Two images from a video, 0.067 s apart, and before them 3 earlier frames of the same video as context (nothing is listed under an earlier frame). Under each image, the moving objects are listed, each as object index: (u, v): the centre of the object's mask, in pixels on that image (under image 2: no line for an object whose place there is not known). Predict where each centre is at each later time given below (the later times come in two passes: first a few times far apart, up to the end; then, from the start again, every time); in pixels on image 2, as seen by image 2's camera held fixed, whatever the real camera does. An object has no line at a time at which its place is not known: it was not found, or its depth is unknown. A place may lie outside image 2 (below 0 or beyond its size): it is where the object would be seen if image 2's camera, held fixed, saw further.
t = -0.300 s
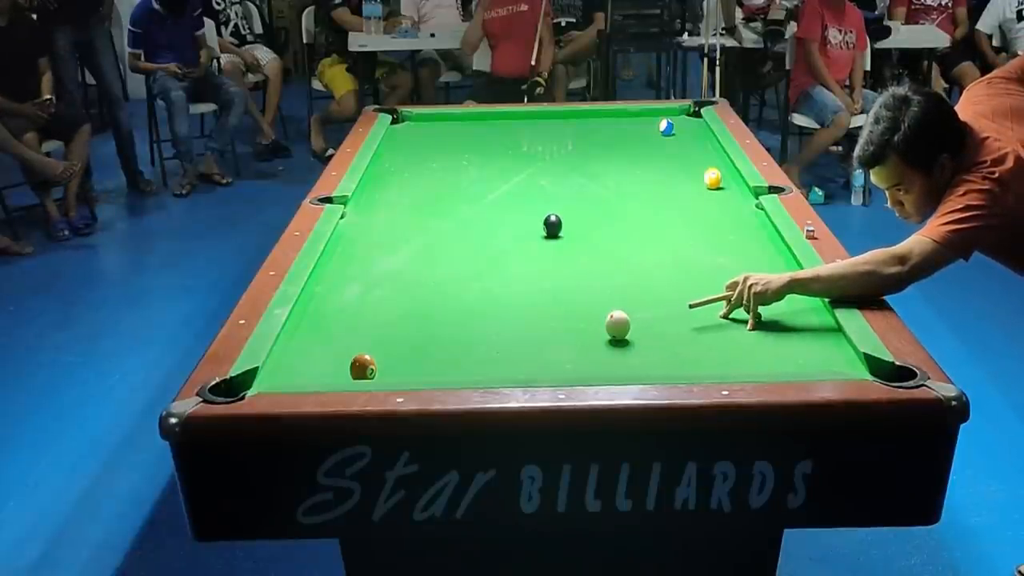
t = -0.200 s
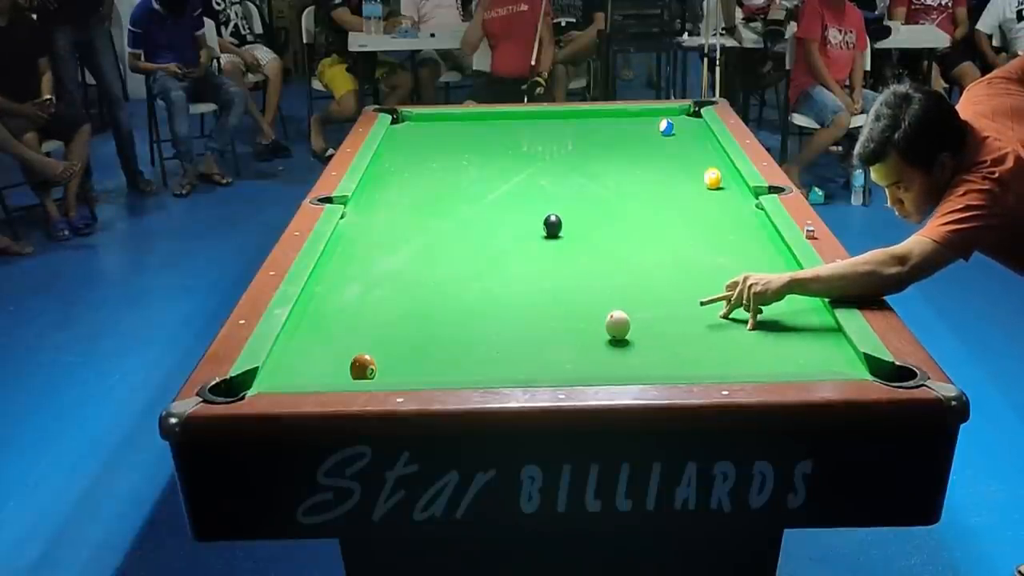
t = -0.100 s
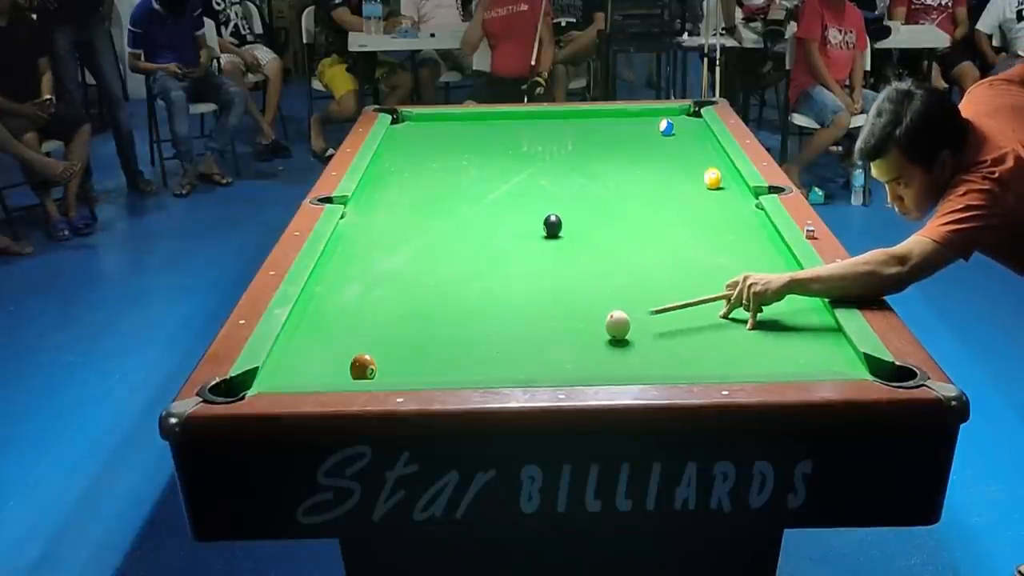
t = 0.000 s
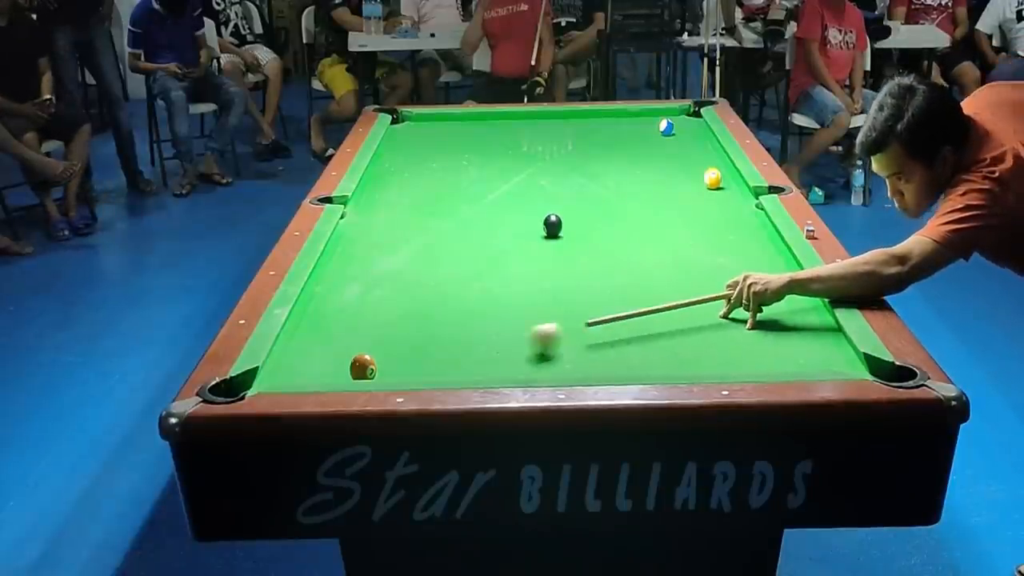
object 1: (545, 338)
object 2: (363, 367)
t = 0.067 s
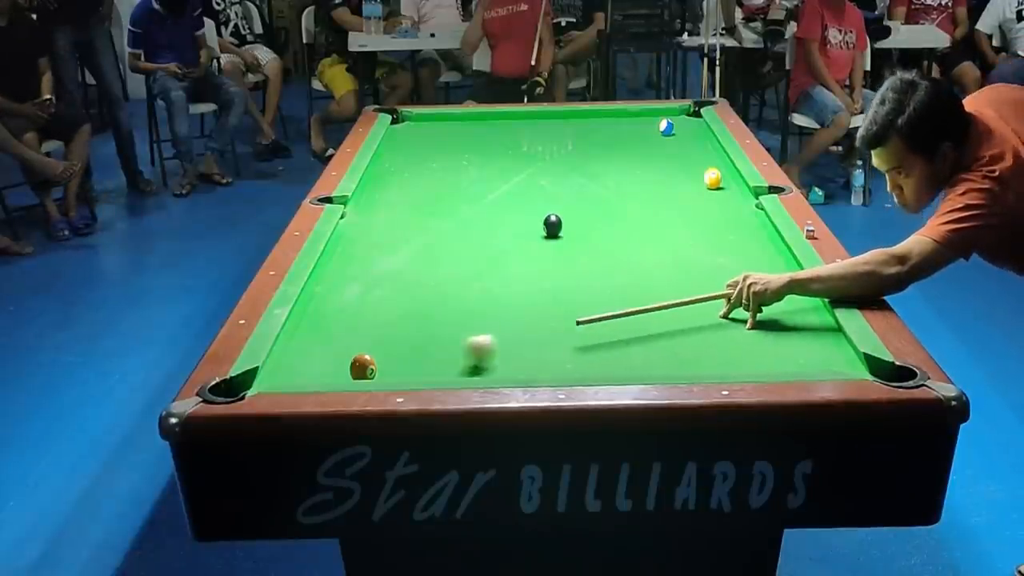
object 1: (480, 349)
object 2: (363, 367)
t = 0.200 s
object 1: (388, 368)
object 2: (323, 369)
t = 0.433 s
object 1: (330, 368)
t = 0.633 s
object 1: (281, 361)
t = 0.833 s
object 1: (320, 345)
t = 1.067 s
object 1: (360, 329)
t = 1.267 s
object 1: (391, 316)
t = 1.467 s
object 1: (419, 305)
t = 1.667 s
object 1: (445, 295)
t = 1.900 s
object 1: (473, 284)
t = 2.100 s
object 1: (494, 276)
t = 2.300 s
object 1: (514, 269)
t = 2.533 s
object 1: (535, 260)
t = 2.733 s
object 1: (551, 255)
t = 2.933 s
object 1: (566, 249)
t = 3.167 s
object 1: (581, 244)
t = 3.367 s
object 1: (593, 239)
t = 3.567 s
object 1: (603, 235)
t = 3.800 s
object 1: (615, 231)
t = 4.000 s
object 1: (624, 228)
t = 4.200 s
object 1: (631, 225)
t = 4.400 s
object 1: (638, 222)
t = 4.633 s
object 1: (644, 220)
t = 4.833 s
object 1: (649, 218)
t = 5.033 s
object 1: (652, 217)
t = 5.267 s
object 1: (656, 215)
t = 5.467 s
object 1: (657, 215)
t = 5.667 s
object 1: (658, 214)
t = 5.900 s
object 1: (659, 214)
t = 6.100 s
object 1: (659, 214)
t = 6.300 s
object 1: (659, 214)
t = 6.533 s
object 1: (659, 214)
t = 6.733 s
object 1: (659, 214)
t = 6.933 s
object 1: (659, 214)
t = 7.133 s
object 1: (659, 214)
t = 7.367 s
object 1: (658, 214)
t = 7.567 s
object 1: (658, 214)
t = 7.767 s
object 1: (658, 214)
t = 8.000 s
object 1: (658, 214)
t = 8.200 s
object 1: (658, 213)
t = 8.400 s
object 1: (658, 214)
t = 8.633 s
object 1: (658, 214)
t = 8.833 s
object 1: (659, 214)
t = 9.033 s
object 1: (658, 214)
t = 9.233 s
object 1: (658, 214)
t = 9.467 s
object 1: (659, 214)
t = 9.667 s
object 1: (659, 214)
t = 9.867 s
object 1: (658, 214)
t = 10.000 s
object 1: (659, 214)
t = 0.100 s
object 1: (449, 355)
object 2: (363, 367)
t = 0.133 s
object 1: (416, 359)
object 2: (363, 367)
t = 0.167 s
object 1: (390, 366)
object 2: (355, 367)
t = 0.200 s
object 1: (388, 368)
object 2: (323, 369)
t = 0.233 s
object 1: (385, 370)
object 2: (292, 370)
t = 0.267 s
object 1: (379, 372)
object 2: (265, 374)
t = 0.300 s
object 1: (371, 371)
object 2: (257, 380)
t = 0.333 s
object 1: (361, 370)
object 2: (253, 385)
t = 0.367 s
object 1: (351, 370)
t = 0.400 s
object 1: (340, 369)
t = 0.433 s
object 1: (330, 368)
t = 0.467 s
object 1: (319, 367)
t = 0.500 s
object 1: (309, 367)
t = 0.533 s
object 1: (299, 366)
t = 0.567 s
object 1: (289, 365)
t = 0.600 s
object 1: (279, 363)
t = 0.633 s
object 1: (281, 361)
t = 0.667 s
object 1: (288, 358)
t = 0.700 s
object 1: (295, 355)
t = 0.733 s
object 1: (301, 353)
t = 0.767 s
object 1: (307, 350)
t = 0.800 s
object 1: (314, 347)
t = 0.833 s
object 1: (320, 345)
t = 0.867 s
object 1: (326, 343)
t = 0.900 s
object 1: (332, 340)
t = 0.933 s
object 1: (338, 338)
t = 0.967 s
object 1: (343, 336)
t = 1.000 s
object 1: (349, 333)
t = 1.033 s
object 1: (355, 331)
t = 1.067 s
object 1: (360, 329)
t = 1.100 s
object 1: (366, 327)
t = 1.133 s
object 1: (371, 325)
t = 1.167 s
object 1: (376, 322)
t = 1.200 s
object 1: (381, 320)
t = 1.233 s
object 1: (386, 318)
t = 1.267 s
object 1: (391, 316)
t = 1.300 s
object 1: (396, 314)
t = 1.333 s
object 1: (401, 312)
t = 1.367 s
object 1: (406, 311)
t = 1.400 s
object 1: (410, 309)
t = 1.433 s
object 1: (415, 307)
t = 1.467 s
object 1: (419, 305)
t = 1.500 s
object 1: (424, 303)
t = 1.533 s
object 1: (428, 302)
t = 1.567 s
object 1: (433, 300)
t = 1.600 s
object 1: (437, 298)
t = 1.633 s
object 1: (441, 296)
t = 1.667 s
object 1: (445, 295)
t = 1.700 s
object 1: (449, 293)
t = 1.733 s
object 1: (454, 292)
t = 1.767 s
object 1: (457, 290)
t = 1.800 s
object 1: (461, 289)
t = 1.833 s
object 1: (465, 287)
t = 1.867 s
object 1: (469, 285)
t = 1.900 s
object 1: (473, 284)
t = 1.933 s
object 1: (476, 283)
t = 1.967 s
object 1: (480, 281)
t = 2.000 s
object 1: (484, 279)
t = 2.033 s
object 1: (487, 278)
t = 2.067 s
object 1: (490, 277)
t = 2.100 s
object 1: (494, 276)
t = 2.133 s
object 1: (497, 275)
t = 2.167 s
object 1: (501, 273)
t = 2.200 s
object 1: (504, 272)
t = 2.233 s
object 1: (507, 271)
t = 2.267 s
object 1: (510, 269)
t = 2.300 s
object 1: (514, 269)
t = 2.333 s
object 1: (517, 267)
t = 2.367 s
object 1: (520, 266)
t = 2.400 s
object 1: (523, 265)
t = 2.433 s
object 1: (526, 264)
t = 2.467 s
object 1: (529, 263)
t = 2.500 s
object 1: (532, 262)
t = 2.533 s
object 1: (535, 260)
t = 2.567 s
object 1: (537, 259)
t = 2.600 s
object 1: (540, 259)
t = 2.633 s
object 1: (542, 258)
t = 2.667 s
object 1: (545, 257)
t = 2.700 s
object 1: (548, 256)
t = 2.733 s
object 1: (551, 255)
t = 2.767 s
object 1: (553, 254)
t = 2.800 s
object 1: (556, 253)
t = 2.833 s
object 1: (558, 252)
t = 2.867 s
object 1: (561, 251)
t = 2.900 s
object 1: (563, 250)
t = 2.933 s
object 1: (566, 249)
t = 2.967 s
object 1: (568, 248)
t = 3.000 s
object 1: (570, 248)
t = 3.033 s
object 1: (572, 247)
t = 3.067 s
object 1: (575, 246)
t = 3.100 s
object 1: (577, 245)
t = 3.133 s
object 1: (579, 244)
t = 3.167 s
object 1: (581, 244)
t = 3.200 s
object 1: (583, 243)
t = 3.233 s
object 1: (585, 242)
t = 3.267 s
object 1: (587, 241)
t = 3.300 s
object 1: (589, 241)
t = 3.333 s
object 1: (591, 240)
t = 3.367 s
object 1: (593, 239)
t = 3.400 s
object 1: (595, 239)
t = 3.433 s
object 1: (597, 238)
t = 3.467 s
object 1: (598, 237)
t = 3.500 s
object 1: (600, 236)
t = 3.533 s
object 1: (602, 236)
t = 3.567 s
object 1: (603, 235)
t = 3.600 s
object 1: (605, 234)
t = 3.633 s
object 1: (607, 234)
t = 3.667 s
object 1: (608, 233)
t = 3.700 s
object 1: (610, 233)
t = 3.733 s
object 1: (612, 232)
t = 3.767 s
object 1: (613, 231)
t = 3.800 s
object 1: (615, 231)
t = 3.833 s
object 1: (616, 230)
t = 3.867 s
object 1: (618, 230)
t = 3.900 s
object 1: (619, 229)
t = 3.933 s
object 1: (621, 228)
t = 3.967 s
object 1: (622, 228)
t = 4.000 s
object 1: (624, 228)
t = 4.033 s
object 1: (625, 227)
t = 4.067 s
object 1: (626, 226)
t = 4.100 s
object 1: (627, 226)
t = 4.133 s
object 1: (628, 226)
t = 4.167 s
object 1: (630, 225)
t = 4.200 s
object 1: (631, 225)
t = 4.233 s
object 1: (632, 224)
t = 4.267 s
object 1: (633, 224)
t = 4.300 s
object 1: (634, 224)
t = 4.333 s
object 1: (635, 223)
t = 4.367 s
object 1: (637, 223)
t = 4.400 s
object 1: (638, 222)
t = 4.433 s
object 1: (638, 222)
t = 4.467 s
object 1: (639, 221)
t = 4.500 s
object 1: (640, 221)
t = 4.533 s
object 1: (641, 221)
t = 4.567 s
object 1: (642, 220)
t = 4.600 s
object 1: (643, 220)
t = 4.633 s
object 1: (644, 220)
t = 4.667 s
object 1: (645, 219)
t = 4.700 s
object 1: (646, 219)
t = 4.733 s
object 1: (646, 219)
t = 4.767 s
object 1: (647, 218)
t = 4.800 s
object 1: (648, 218)
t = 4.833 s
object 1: (649, 218)
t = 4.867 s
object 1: (649, 218)
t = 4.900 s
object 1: (650, 218)
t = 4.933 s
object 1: (651, 217)
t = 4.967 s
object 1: (651, 217)
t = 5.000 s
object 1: (652, 217)
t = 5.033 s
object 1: (652, 217)
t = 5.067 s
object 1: (653, 216)
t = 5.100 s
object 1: (653, 216)
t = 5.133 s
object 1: (654, 216)
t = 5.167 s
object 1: (654, 216)
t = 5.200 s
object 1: (655, 215)
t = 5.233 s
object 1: (655, 215)
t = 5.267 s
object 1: (656, 215)
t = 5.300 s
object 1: (656, 215)
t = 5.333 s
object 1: (656, 215)
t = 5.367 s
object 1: (657, 215)
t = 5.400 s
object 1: (657, 215)
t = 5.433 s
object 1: (657, 215)
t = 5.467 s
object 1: (657, 215)
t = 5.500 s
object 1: (658, 214)
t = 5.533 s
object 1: (658, 214)
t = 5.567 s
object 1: (658, 214)
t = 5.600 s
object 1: (658, 214)
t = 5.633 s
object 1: (658, 214)
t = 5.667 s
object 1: (658, 214)
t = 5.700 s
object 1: (658, 214)
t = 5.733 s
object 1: (658, 214)
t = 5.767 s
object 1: (659, 214)
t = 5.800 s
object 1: (659, 214)
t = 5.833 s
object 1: (659, 214)
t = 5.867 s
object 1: (659, 214)
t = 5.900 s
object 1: (659, 214)
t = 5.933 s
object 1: (659, 214)
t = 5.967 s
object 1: (659, 214)
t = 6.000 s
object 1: (659, 214)
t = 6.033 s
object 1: (659, 214)
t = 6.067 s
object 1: (659, 214)
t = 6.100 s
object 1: (659, 214)
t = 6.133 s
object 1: (659, 214)
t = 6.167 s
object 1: (659, 214)
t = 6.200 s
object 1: (659, 214)
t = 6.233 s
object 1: (659, 214)
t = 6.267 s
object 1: (659, 214)
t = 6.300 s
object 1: (659, 214)
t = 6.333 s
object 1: (659, 214)
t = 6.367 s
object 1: (659, 214)
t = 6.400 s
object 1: (659, 214)
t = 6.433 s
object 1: (659, 214)
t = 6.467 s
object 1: (659, 214)
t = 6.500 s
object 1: (659, 214)
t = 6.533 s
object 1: (659, 214)
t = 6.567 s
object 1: (659, 214)
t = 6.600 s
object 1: (659, 214)
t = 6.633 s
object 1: (659, 214)
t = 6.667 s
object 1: (659, 214)
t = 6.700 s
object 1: (659, 214)
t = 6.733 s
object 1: (659, 214)
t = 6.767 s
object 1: (659, 214)
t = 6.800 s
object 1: (659, 214)
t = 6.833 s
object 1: (659, 214)
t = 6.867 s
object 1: (659, 214)
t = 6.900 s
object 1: (659, 214)
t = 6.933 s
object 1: (659, 214)
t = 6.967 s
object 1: (659, 214)
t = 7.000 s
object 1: (659, 214)
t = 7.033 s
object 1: (659, 214)
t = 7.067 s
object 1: (659, 214)
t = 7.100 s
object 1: (659, 214)
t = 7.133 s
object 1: (659, 214)
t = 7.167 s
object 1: (659, 214)
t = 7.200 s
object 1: (659, 214)
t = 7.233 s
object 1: (659, 214)
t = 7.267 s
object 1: (659, 214)
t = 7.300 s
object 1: (659, 214)
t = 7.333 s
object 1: (659, 214)
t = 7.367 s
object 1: (658, 214)
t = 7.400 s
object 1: (658, 214)
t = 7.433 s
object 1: (658, 214)
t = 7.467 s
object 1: (658, 214)
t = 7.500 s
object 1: (658, 214)
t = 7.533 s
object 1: (658, 214)
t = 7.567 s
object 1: (658, 214)
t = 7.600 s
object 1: (658, 214)
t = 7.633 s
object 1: (658, 214)
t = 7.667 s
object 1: (658, 214)
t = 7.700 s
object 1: (658, 214)
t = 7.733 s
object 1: (658, 214)
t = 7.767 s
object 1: (658, 214)
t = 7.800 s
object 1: (658, 214)
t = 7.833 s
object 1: (658, 214)
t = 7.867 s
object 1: (658, 214)
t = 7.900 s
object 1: (658, 214)
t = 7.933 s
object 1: (658, 214)
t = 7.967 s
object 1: (658, 214)
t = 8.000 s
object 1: (658, 214)
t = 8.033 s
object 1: (658, 214)
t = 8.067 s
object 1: (658, 214)
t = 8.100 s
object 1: (658, 214)
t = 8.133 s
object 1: (658, 214)
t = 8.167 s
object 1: (658, 213)
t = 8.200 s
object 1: (658, 213)
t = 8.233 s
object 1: (658, 214)
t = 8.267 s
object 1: (658, 214)
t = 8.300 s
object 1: (658, 214)
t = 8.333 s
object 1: (658, 214)
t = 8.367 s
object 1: (658, 214)
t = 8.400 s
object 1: (658, 214)
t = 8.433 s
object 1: (658, 214)
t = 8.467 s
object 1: (658, 214)
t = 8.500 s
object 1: (658, 214)
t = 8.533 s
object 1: (658, 214)
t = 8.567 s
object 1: (658, 214)
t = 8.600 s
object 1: (658, 214)
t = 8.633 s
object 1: (658, 214)
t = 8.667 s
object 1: (658, 214)
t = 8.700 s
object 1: (658, 214)
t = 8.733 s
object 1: (659, 214)
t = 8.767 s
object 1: (659, 214)
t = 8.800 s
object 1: (659, 214)
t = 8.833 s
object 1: (659, 214)
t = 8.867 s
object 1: (658, 214)
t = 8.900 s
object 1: (658, 214)
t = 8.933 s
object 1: (658, 214)
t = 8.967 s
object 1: (658, 214)
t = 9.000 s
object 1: (658, 214)
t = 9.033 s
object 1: (658, 214)
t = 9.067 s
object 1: (658, 214)
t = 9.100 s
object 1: (658, 214)
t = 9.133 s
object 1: (658, 214)
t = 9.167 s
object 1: (658, 214)
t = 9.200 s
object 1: (658, 214)
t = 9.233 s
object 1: (658, 214)
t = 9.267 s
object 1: (658, 214)
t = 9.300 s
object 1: (658, 214)
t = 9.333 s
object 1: (658, 214)
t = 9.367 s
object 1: (658, 214)
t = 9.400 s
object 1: (658, 214)
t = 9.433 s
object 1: (658, 214)
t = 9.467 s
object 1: (659, 214)
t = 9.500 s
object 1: (659, 214)
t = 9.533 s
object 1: (659, 214)
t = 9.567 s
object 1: (659, 214)
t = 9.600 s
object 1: (659, 214)
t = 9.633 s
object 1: (659, 214)
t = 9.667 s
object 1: (659, 214)
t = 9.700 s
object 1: (659, 214)
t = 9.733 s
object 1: (659, 214)
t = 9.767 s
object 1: (659, 214)
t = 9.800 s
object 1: (659, 214)
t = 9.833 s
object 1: (658, 214)
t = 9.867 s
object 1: (658, 214)
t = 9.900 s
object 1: (658, 214)
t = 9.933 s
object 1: (658, 214)
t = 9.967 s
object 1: (658, 214)
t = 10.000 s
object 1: (659, 214)
